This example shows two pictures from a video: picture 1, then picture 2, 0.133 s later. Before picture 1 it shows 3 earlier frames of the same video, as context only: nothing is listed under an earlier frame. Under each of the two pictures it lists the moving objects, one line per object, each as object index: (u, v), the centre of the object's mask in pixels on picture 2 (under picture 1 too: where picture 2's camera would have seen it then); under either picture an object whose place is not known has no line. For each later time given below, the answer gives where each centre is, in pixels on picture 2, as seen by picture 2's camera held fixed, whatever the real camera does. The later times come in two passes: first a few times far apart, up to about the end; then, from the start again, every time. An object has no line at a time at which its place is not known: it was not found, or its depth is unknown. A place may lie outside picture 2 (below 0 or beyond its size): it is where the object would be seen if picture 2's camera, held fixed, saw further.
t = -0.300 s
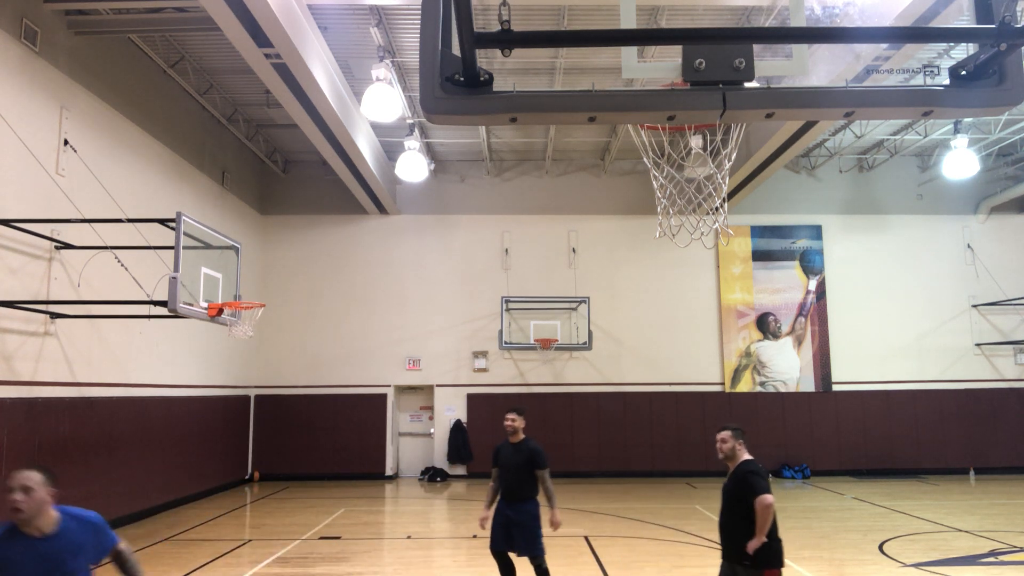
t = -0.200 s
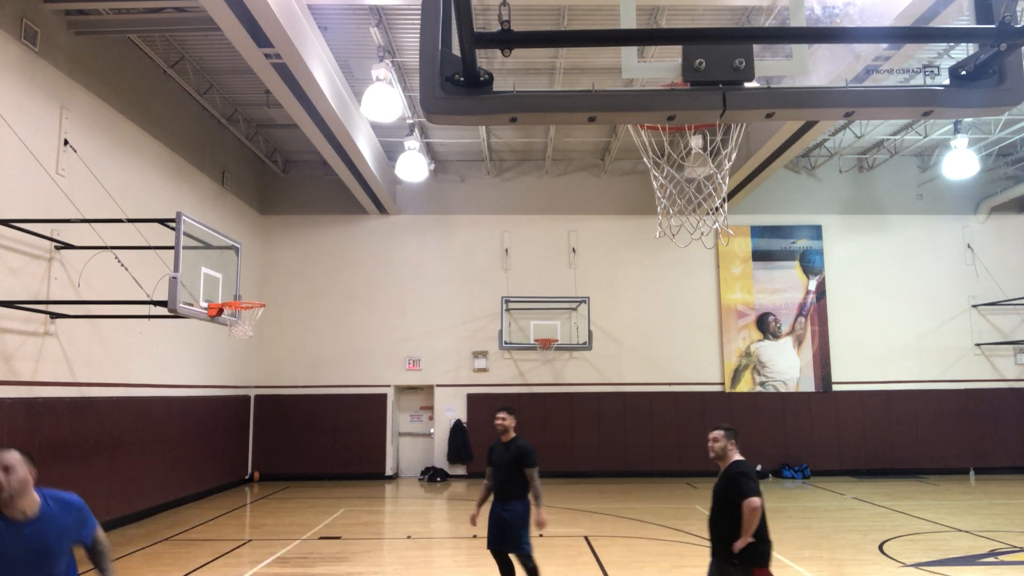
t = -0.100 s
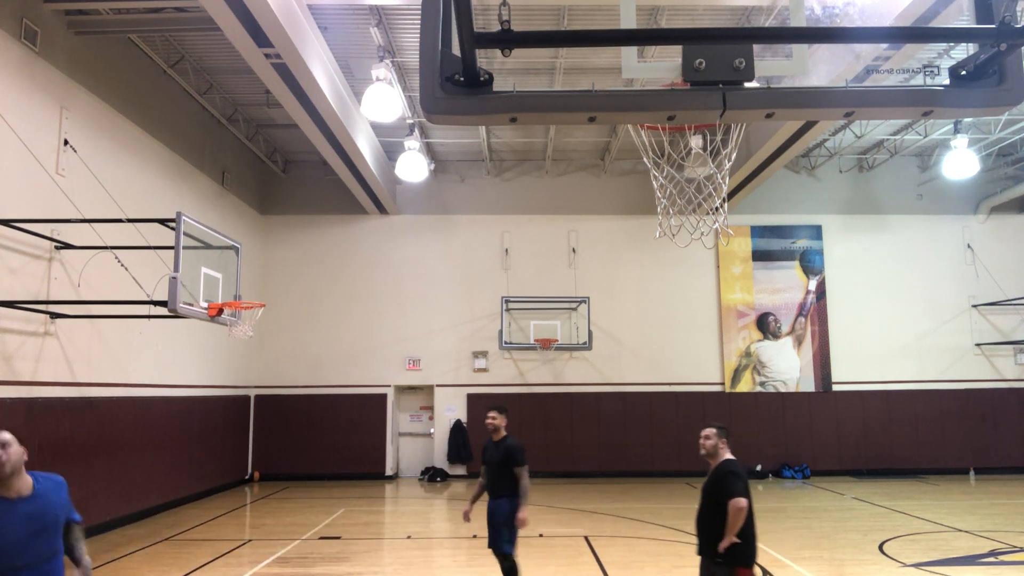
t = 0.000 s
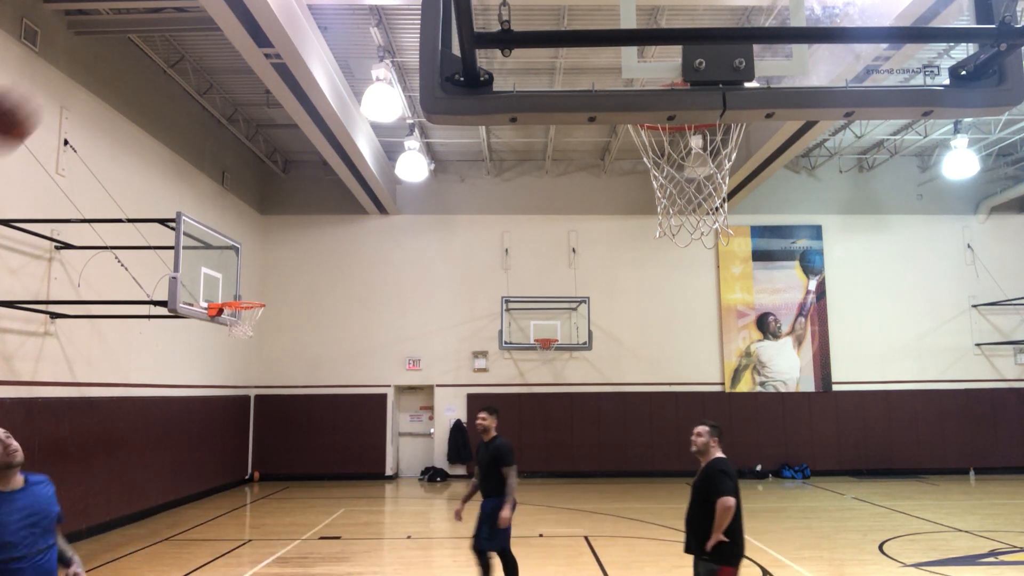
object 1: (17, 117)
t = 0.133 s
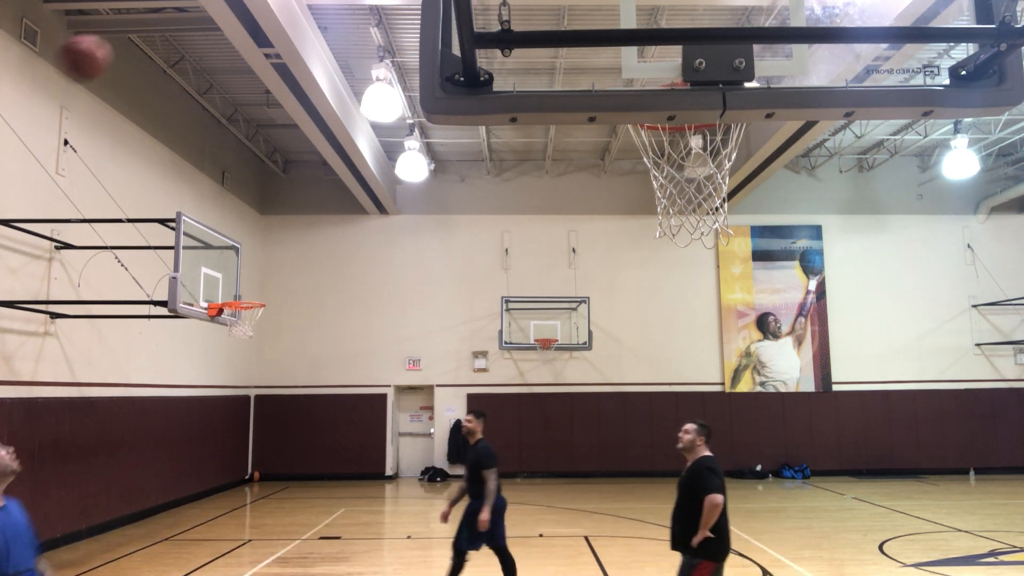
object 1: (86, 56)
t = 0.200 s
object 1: (113, 46)
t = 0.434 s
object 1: (179, 56)
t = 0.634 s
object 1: (215, 103)
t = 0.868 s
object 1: (243, 186)
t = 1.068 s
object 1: (260, 273)
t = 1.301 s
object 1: (291, 282)
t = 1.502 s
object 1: (317, 296)
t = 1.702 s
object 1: (340, 336)
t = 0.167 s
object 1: (100, 50)
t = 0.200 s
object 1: (113, 46)
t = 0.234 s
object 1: (125, 42)
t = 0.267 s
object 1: (136, 42)
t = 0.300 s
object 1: (145, 42)
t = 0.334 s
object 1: (155, 44)
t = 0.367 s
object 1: (164, 48)
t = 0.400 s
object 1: (171, 51)
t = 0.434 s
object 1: (179, 56)
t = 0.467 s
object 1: (186, 62)
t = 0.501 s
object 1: (192, 69)
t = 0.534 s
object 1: (198, 77)
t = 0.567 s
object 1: (204, 85)
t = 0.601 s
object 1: (209, 94)
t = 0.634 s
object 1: (215, 103)
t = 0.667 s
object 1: (219, 113)
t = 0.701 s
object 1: (224, 124)
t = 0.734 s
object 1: (228, 136)
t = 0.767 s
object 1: (232, 148)
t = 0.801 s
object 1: (236, 159)
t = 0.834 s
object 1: (240, 172)
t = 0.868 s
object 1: (243, 186)
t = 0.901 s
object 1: (246, 198)
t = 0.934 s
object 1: (249, 213)
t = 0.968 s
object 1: (252, 227)
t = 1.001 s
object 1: (255, 242)
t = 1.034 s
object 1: (257, 258)
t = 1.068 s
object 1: (260, 273)
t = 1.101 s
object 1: (262, 289)
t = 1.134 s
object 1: (267, 293)
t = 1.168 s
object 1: (272, 290)
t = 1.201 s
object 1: (277, 286)
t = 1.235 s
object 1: (282, 284)
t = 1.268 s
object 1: (287, 282)
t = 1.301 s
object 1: (291, 282)
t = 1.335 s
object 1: (296, 282)
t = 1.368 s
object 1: (300, 283)
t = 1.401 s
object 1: (304, 285)
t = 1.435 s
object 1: (309, 288)
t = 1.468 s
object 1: (313, 291)
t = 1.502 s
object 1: (317, 296)
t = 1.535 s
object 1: (321, 301)
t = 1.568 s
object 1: (325, 306)
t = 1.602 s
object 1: (329, 313)
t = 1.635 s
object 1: (333, 320)
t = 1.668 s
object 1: (337, 328)
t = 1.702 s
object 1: (340, 336)
